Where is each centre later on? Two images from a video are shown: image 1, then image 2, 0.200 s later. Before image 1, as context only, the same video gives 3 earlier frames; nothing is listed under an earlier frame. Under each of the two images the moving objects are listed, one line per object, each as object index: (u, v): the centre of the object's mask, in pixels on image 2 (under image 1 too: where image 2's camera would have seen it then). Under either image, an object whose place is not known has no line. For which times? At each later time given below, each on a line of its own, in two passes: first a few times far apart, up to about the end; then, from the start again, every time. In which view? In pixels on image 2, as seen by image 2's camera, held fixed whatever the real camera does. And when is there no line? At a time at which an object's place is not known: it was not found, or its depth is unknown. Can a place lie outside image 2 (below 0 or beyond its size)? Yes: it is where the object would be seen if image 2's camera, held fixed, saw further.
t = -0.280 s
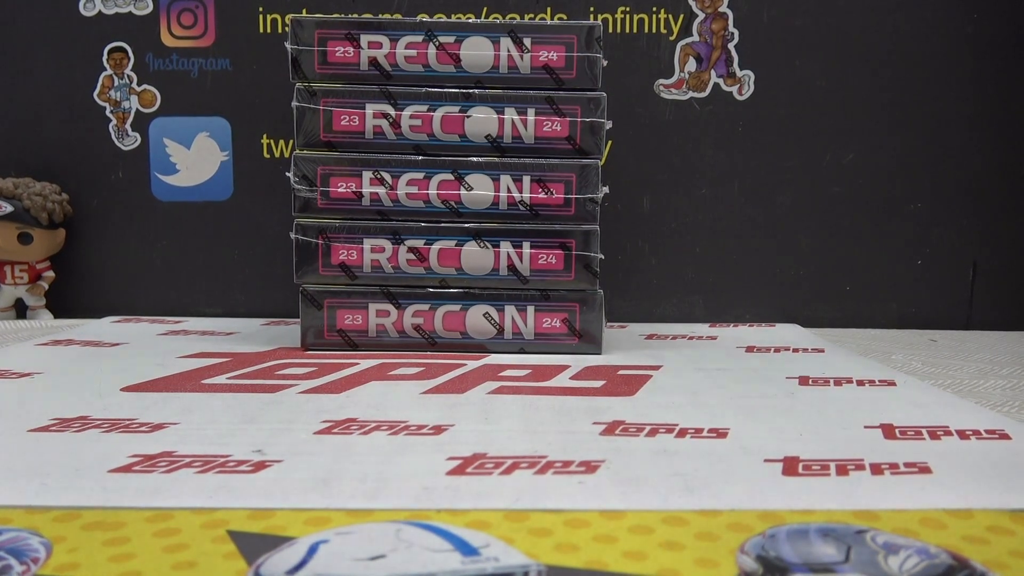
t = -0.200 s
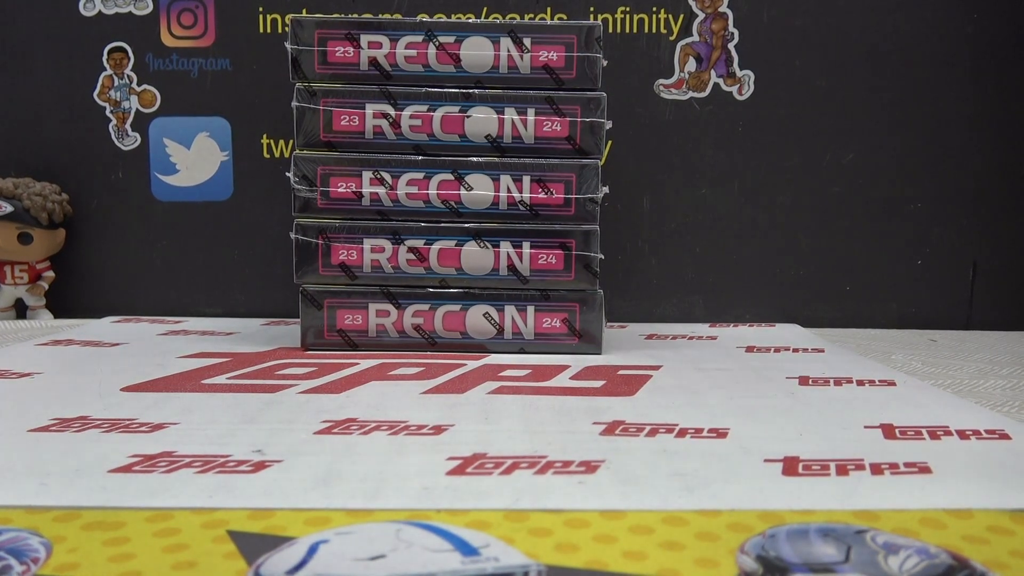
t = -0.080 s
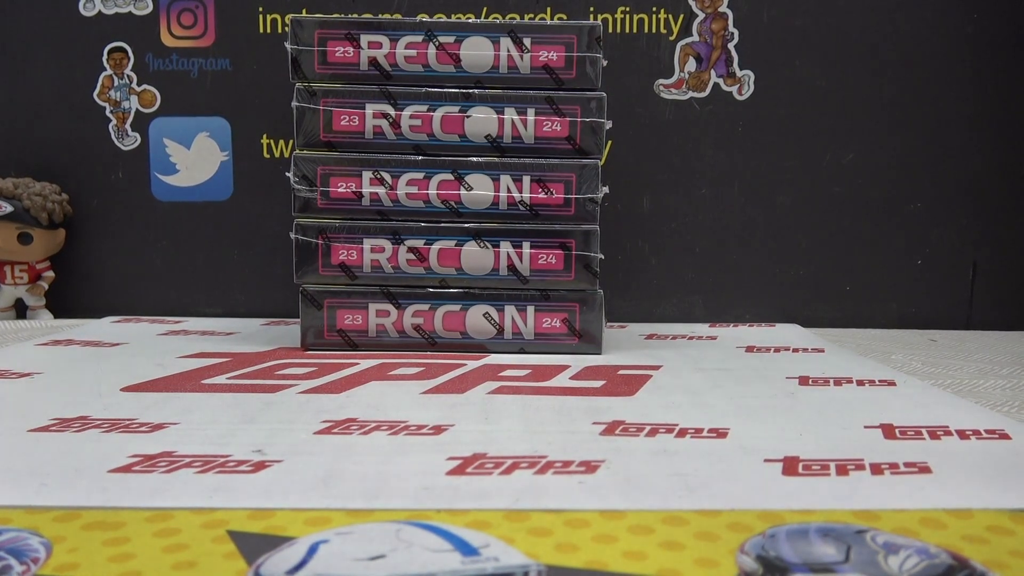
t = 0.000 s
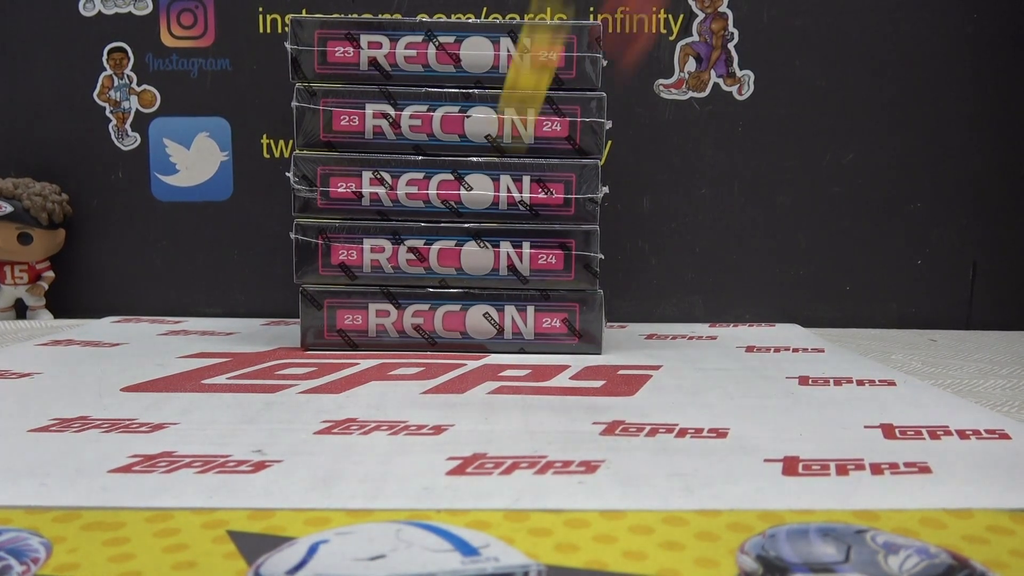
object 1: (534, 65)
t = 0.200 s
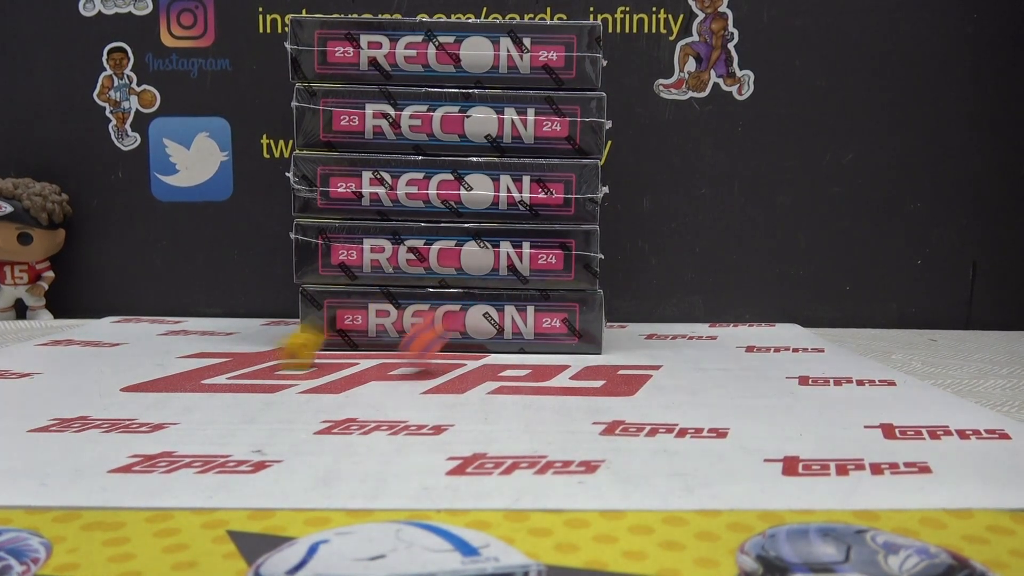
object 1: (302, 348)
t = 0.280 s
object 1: (214, 351)
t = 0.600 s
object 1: (102, 367)
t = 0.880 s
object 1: (102, 367)
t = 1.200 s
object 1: (102, 367)
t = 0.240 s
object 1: (255, 348)
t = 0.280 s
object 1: (214, 351)
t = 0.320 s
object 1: (176, 358)
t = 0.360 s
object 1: (147, 357)
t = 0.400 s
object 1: (123, 363)
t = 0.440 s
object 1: (109, 366)
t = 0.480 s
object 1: (102, 367)
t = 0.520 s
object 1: (102, 367)
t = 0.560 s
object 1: (102, 367)
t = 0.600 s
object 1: (102, 367)
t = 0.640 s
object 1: (102, 367)
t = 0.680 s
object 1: (102, 367)
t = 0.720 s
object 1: (102, 367)
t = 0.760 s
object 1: (102, 367)
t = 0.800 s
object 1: (102, 367)
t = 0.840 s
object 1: (102, 367)
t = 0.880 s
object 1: (102, 367)
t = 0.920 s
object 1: (102, 367)
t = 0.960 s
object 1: (102, 367)
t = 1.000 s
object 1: (102, 367)
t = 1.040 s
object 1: (102, 367)
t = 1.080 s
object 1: (102, 367)
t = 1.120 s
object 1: (102, 367)
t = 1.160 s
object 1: (102, 367)
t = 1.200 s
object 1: (102, 367)
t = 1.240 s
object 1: (102, 367)
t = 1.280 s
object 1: (102, 367)
